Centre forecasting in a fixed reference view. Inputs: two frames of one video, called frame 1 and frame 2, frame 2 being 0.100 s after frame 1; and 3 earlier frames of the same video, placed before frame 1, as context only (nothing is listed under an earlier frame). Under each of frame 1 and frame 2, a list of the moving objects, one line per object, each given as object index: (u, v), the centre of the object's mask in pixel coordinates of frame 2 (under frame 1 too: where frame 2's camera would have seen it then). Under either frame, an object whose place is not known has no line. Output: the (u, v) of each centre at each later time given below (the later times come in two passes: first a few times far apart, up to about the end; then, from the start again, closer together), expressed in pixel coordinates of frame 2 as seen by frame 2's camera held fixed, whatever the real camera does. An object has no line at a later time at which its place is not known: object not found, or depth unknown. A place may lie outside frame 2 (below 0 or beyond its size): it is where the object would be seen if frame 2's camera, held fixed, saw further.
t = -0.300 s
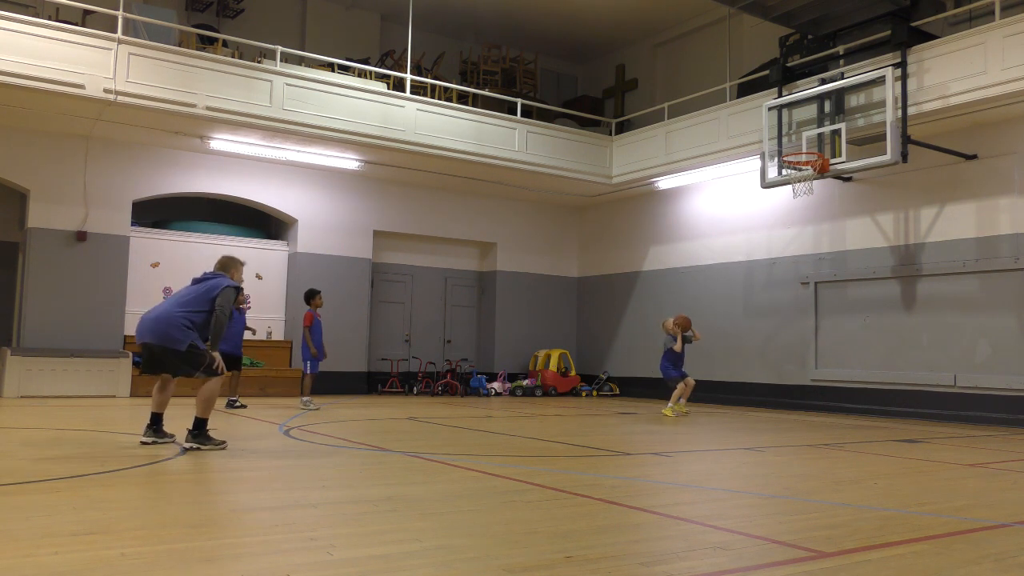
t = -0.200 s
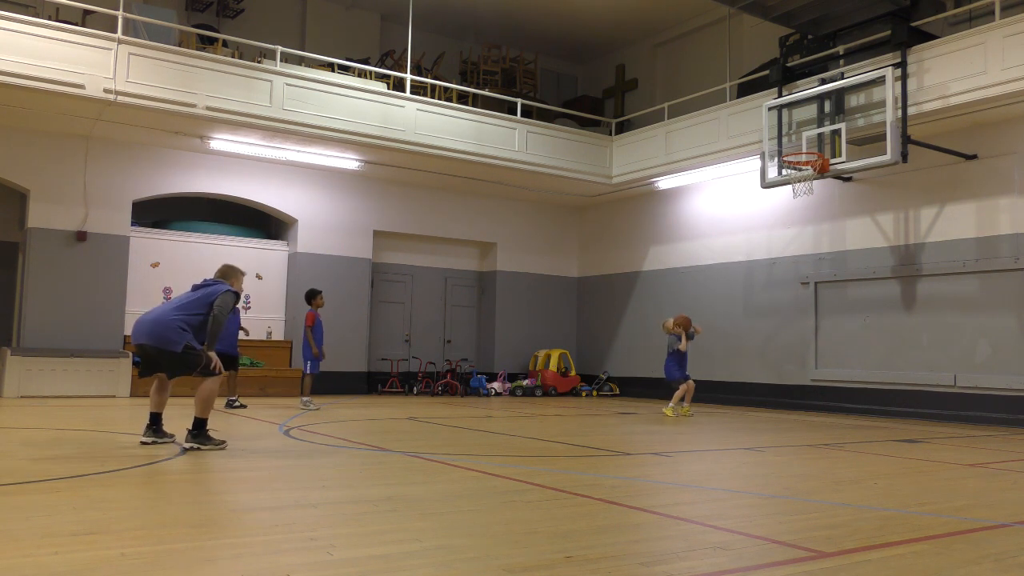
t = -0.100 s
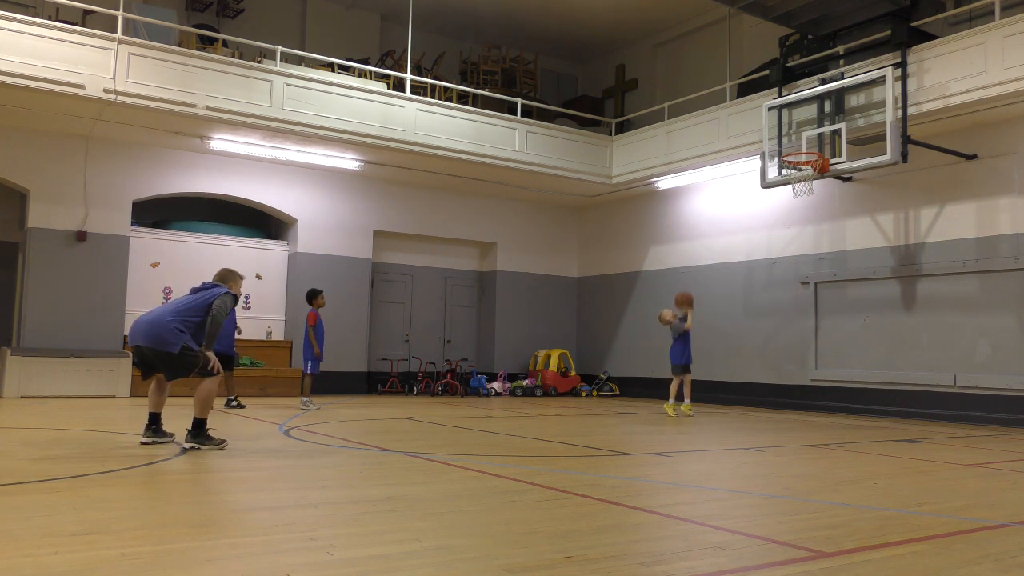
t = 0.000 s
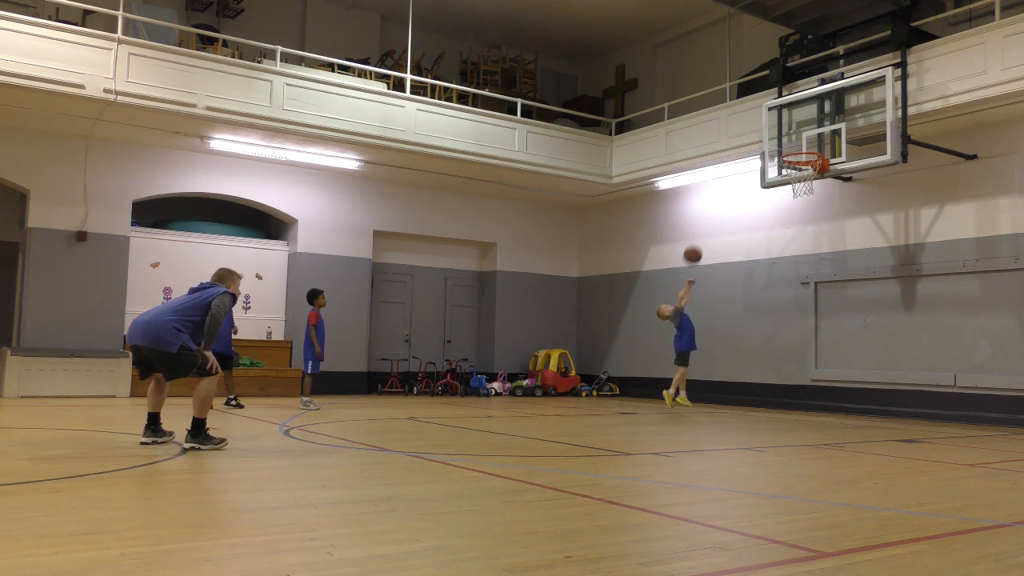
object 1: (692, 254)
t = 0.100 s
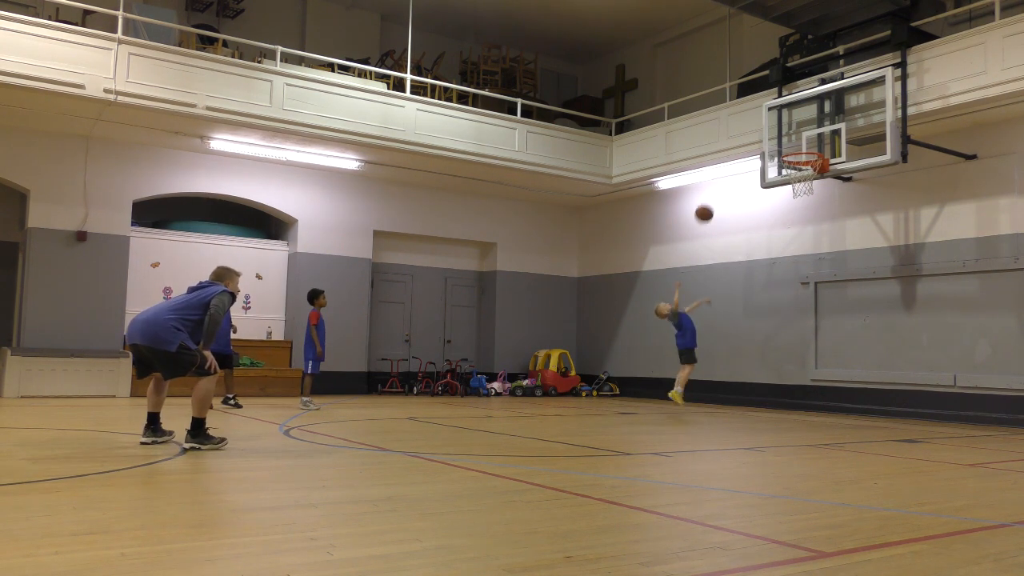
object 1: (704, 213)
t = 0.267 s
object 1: (723, 160)
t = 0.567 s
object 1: (756, 120)
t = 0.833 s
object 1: (786, 144)
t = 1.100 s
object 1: (814, 190)
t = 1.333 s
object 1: (825, 241)
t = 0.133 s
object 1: (707, 201)
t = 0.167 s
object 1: (711, 189)
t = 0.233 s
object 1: (719, 169)
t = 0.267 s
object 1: (723, 160)
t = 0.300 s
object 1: (726, 153)
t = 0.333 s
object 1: (730, 145)
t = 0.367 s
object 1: (734, 139)
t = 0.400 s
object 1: (737, 134)
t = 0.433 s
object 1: (741, 130)
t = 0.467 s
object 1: (745, 126)
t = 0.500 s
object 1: (749, 123)
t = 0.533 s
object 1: (752, 121)
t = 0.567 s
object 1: (756, 120)
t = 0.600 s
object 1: (760, 120)
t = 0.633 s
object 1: (763, 121)
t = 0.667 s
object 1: (767, 123)
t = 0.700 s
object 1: (771, 125)
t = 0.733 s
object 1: (774, 128)
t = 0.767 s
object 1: (778, 132)
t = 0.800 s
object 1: (782, 138)
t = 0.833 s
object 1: (786, 144)
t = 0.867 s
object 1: (789, 149)
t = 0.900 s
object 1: (795, 155)
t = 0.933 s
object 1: (797, 161)
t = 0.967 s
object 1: (801, 167)
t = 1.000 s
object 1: (809, 175)
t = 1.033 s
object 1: (811, 183)
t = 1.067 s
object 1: (813, 188)
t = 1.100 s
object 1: (814, 190)
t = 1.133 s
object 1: (816, 194)
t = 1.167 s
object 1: (817, 199)
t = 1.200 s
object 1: (819, 206)
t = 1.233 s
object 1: (820, 213)
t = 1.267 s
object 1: (822, 222)
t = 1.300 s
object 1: (823, 231)
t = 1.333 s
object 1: (825, 241)
